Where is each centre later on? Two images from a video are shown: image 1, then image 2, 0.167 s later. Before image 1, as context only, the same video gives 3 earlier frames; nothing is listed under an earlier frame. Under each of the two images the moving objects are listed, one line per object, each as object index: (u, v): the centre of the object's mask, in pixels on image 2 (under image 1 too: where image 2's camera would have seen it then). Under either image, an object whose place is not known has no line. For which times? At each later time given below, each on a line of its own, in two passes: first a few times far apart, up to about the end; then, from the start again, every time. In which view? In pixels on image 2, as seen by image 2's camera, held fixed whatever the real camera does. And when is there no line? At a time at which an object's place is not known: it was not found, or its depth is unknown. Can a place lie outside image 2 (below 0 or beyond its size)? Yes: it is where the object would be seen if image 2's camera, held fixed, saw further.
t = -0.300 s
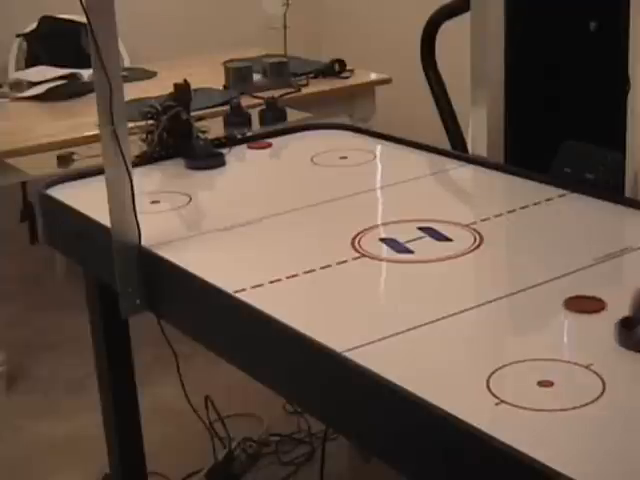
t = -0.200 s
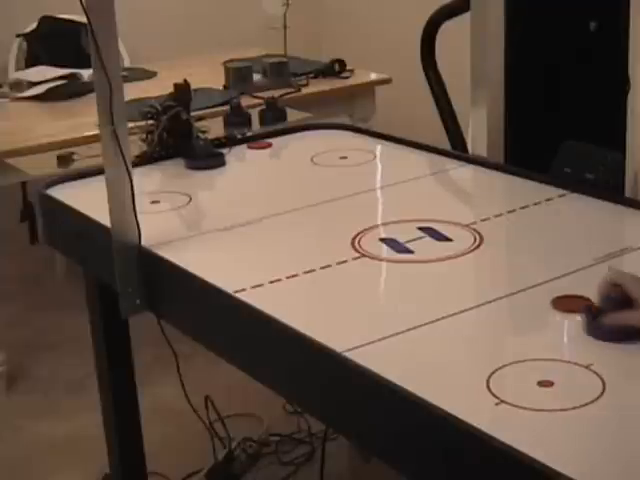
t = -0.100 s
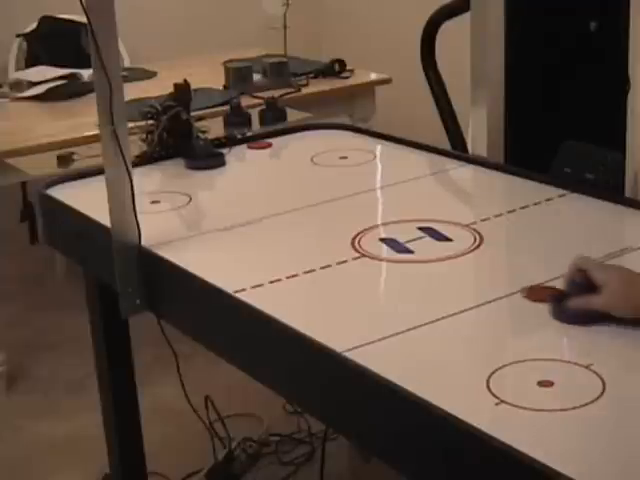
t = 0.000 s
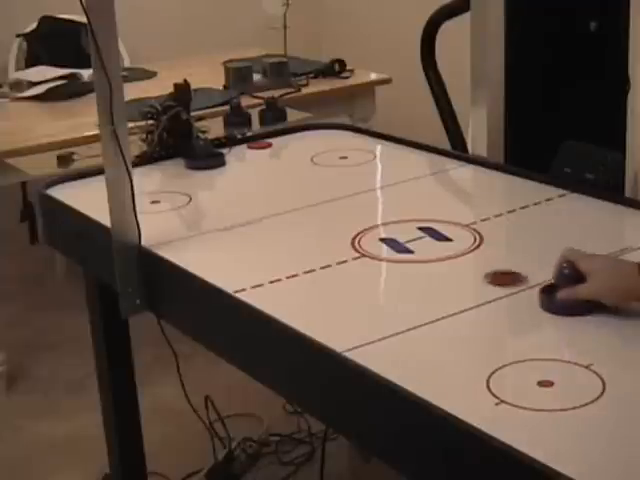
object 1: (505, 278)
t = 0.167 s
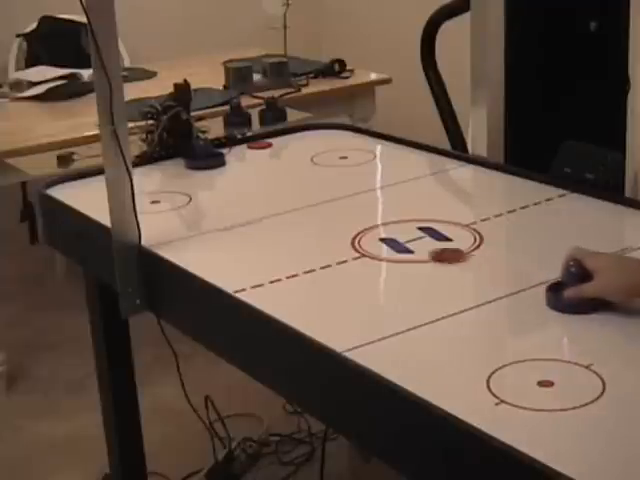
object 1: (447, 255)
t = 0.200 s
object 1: (438, 251)
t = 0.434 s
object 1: (371, 224)
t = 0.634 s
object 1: (323, 205)
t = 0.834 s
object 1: (282, 188)
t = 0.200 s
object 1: (438, 251)
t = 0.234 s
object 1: (428, 247)
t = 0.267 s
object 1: (419, 243)
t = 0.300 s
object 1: (409, 239)
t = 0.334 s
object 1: (399, 235)
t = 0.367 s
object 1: (389, 232)
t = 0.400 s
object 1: (380, 228)
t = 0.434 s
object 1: (371, 224)
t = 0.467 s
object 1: (364, 221)
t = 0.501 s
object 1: (355, 217)
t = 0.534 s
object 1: (346, 214)
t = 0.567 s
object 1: (339, 211)
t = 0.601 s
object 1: (331, 207)
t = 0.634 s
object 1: (323, 205)
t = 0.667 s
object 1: (316, 202)
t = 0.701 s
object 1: (309, 199)
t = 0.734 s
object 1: (302, 196)
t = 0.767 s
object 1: (296, 193)
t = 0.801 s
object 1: (289, 191)
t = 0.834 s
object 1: (282, 188)
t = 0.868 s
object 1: (276, 185)
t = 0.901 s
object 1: (270, 183)
